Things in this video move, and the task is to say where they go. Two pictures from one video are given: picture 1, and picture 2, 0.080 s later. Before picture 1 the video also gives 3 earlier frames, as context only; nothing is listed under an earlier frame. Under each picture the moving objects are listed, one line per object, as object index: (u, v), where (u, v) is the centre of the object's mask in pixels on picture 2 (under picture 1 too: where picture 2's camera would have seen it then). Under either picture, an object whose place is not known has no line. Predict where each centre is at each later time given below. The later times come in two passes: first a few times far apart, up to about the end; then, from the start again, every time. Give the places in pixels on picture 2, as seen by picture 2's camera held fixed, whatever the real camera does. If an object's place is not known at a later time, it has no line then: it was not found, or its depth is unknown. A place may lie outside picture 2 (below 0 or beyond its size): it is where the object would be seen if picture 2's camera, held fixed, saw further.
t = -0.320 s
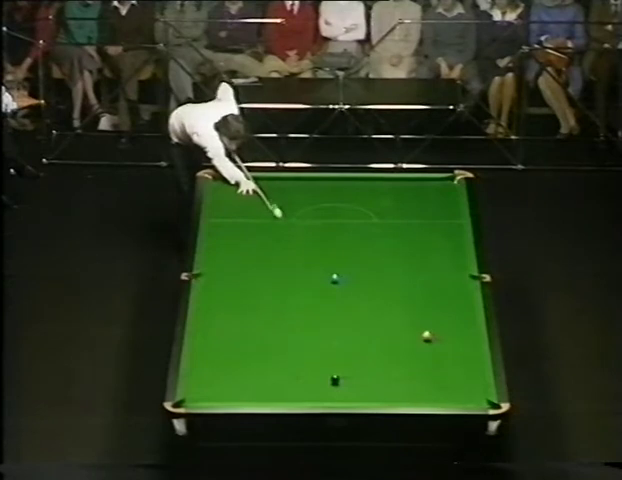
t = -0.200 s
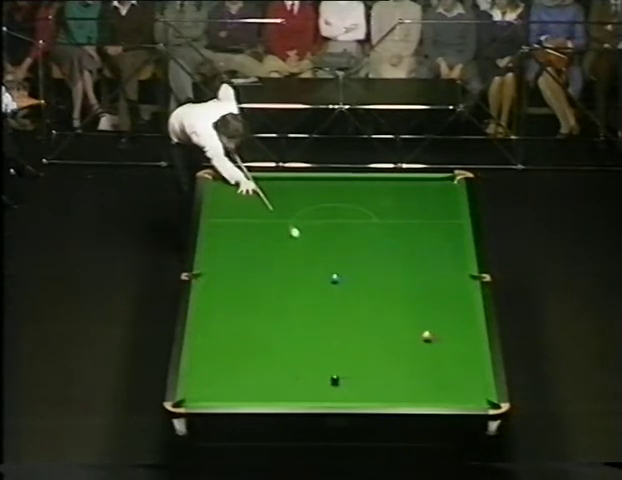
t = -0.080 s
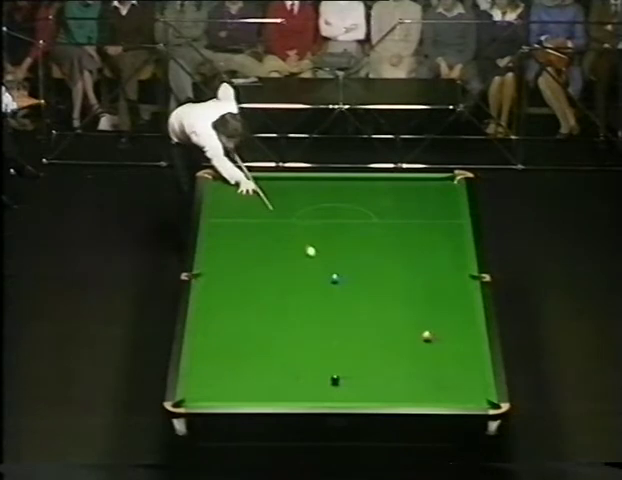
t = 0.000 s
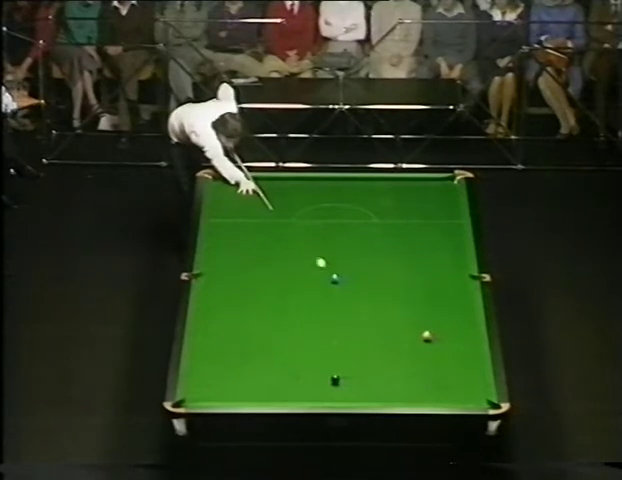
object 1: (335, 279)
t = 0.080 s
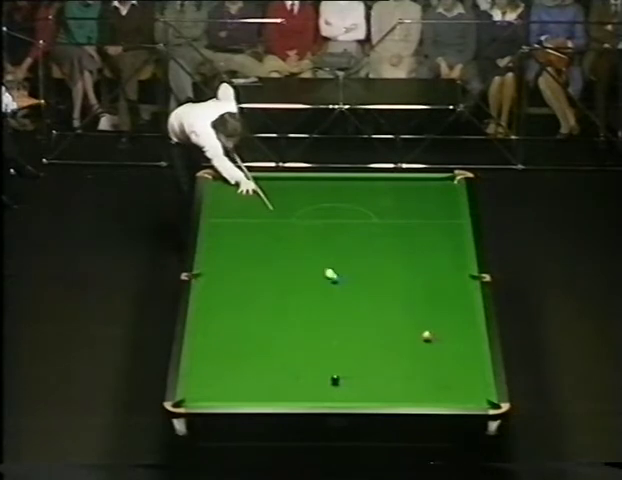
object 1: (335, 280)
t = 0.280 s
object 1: (360, 298)
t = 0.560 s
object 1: (394, 323)
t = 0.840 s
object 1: (428, 348)
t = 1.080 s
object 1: (457, 370)
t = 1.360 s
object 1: (472, 394)
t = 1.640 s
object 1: (454, 396)
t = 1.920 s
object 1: (434, 384)
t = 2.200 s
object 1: (416, 372)
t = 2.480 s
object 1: (399, 361)
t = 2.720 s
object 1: (385, 352)
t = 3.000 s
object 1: (369, 343)
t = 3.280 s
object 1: (355, 333)
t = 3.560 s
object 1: (342, 325)
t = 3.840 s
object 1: (329, 317)
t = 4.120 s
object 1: (317, 310)
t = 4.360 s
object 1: (307, 304)
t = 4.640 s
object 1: (296, 297)
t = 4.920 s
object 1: (287, 292)
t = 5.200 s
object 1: (278, 285)
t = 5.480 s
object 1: (271, 282)
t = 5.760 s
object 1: (263, 277)
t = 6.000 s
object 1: (257, 274)
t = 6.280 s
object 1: (251, 270)
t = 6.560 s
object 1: (246, 268)
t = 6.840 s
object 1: (241, 265)
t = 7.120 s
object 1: (237, 262)
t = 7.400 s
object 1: (234, 260)
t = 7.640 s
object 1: (231, 259)
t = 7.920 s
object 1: (229, 258)
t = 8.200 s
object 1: (228, 257)
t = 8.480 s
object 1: (227, 256)
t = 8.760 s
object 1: (227, 256)
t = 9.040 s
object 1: (226, 256)
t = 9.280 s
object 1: (225, 256)
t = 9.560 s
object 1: (226, 255)
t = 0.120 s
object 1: (339, 282)
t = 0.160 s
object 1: (344, 286)
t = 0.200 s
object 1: (350, 291)
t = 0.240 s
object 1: (356, 295)
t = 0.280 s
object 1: (360, 298)
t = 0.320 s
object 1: (366, 302)
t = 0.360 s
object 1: (371, 306)
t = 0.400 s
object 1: (375, 309)
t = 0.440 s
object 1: (380, 313)
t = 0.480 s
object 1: (384, 316)
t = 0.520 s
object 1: (389, 320)
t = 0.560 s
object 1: (394, 323)
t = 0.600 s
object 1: (398, 327)
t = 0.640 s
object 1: (403, 330)
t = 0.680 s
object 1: (408, 334)
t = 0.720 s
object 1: (413, 338)
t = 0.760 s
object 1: (418, 341)
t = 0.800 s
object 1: (423, 344)
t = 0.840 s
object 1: (428, 348)
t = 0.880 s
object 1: (433, 352)
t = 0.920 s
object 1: (437, 356)
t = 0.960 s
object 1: (442, 359)
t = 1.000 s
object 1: (447, 363)
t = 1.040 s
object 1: (452, 367)
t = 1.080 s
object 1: (457, 370)
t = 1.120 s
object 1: (462, 374)
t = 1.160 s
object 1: (468, 378)
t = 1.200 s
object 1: (473, 382)
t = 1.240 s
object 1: (478, 385)
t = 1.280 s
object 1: (478, 389)
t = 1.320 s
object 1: (475, 392)
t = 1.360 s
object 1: (472, 394)
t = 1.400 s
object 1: (470, 397)
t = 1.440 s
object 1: (468, 399)
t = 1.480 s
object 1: (466, 400)
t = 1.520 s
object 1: (462, 400)
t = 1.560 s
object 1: (459, 398)
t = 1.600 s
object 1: (457, 397)
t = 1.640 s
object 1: (454, 396)
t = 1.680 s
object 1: (451, 395)
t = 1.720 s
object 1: (448, 393)
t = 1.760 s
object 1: (445, 391)
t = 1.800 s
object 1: (442, 389)
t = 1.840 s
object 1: (439, 387)
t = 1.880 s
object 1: (437, 385)
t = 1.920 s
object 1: (434, 384)
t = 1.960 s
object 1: (431, 382)
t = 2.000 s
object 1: (429, 380)
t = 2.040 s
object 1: (426, 378)
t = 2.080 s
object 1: (423, 377)
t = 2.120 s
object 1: (420, 375)
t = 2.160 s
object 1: (418, 373)
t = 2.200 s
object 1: (416, 372)
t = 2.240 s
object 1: (413, 370)
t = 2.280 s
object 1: (411, 369)
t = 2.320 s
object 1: (408, 367)
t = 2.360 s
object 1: (406, 365)
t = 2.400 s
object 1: (404, 364)
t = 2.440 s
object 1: (401, 363)
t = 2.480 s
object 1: (399, 361)
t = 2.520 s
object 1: (396, 359)
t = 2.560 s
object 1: (394, 358)
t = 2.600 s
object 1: (391, 356)
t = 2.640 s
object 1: (389, 355)
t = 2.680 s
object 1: (387, 354)
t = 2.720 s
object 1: (385, 352)
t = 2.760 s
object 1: (382, 350)
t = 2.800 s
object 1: (380, 349)
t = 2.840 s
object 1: (378, 348)
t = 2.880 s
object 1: (376, 347)
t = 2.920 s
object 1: (374, 345)
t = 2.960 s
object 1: (372, 344)
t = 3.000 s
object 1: (369, 343)
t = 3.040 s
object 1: (367, 341)
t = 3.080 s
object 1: (365, 340)
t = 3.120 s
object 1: (363, 338)
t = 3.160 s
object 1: (361, 337)
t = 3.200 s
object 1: (359, 336)
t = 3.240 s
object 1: (357, 334)
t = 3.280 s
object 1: (355, 333)
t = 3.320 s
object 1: (353, 333)
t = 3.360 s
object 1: (351, 331)
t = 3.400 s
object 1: (349, 330)
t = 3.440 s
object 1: (347, 329)
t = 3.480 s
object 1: (345, 327)
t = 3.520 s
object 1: (343, 326)
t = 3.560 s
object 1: (342, 325)
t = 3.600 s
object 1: (340, 324)
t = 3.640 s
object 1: (338, 323)
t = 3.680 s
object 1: (336, 322)
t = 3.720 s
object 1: (334, 320)
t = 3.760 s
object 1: (332, 319)
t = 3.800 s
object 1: (330, 318)
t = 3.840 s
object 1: (329, 317)
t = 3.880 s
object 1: (327, 316)
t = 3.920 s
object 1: (325, 315)
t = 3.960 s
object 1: (324, 314)
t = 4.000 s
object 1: (322, 313)
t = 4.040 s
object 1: (320, 312)
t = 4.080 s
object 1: (319, 311)
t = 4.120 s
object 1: (317, 310)
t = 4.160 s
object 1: (315, 309)
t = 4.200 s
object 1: (314, 308)
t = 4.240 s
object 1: (312, 307)
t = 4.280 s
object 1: (310, 306)
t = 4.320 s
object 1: (309, 305)
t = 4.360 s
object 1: (307, 304)
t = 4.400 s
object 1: (306, 303)
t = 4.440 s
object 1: (304, 302)
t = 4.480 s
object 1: (303, 301)
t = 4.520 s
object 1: (301, 300)
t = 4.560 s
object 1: (300, 299)
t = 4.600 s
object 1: (298, 298)
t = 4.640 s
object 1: (296, 297)
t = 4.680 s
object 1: (295, 296)
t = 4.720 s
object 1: (294, 296)
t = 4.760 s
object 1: (292, 295)
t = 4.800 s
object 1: (291, 294)
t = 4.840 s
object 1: (290, 293)
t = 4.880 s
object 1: (288, 293)
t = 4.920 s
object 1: (287, 292)
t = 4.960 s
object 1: (286, 291)
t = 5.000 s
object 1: (285, 289)
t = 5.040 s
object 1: (284, 289)
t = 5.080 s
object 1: (284, 288)
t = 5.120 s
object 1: (282, 286)
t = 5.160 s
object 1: (281, 285)
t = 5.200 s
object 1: (278, 285)
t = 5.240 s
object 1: (277, 284)
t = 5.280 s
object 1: (276, 284)
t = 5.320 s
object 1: (275, 284)
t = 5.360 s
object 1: (274, 284)
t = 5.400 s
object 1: (273, 283)
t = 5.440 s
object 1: (272, 283)
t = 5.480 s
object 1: (271, 282)
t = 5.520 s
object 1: (270, 281)
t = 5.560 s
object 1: (269, 281)
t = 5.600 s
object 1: (268, 280)
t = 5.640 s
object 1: (267, 279)
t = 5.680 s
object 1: (265, 279)
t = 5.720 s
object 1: (264, 278)
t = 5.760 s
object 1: (263, 277)
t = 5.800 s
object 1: (262, 277)
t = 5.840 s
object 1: (261, 276)
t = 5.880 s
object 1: (260, 275)
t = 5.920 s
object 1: (259, 275)
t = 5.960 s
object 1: (258, 274)
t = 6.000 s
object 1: (257, 274)
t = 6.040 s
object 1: (256, 274)
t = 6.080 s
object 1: (256, 273)
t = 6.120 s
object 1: (255, 272)
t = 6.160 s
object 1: (254, 272)
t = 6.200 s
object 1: (253, 271)
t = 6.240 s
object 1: (252, 271)
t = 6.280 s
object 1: (251, 270)
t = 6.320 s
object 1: (250, 270)
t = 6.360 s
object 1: (250, 269)
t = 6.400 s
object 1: (249, 269)
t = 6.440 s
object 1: (248, 269)
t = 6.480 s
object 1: (247, 268)
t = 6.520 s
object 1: (247, 268)
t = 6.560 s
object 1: (246, 268)
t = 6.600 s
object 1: (245, 267)
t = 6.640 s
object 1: (244, 266)
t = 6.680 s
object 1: (244, 266)
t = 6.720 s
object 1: (243, 266)
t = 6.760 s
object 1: (242, 265)
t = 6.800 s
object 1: (242, 265)
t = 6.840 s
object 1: (241, 265)
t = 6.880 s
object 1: (241, 264)
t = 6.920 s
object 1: (240, 264)
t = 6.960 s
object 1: (239, 264)
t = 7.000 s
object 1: (239, 263)
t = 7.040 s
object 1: (238, 263)
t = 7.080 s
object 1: (238, 263)
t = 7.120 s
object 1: (237, 262)
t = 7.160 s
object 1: (237, 262)
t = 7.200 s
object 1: (236, 262)
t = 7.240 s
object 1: (236, 262)
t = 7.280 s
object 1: (235, 261)
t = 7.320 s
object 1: (235, 261)
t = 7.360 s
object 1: (234, 260)
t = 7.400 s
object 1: (234, 260)
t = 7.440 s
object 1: (233, 260)
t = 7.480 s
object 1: (233, 260)
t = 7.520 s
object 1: (233, 260)
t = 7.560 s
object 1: (232, 259)
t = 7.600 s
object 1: (232, 259)
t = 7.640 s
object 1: (231, 259)
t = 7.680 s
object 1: (231, 259)
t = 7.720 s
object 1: (231, 258)
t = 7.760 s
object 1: (230, 258)
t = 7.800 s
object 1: (230, 258)
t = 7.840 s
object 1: (230, 258)
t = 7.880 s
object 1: (230, 258)
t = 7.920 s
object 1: (229, 258)
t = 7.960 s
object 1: (229, 258)
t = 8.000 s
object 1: (229, 258)
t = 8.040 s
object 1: (228, 257)
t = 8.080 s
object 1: (228, 257)
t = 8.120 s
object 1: (228, 257)
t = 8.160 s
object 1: (228, 257)
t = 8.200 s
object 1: (228, 257)
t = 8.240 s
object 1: (228, 257)
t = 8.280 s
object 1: (227, 257)
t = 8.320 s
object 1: (227, 257)
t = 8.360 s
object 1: (227, 257)
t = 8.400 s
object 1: (227, 256)
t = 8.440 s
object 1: (227, 257)
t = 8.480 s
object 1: (227, 256)
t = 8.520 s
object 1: (227, 256)
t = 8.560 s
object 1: (227, 256)
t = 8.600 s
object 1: (227, 256)
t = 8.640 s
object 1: (227, 256)
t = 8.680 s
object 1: (226, 256)
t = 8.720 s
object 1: (226, 256)
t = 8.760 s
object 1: (227, 256)
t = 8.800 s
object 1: (226, 256)
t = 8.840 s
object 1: (226, 256)
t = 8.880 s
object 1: (226, 256)
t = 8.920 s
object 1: (226, 256)
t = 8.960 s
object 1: (226, 256)
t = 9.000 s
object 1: (226, 256)
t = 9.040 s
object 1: (226, 256)
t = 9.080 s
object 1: (226, 256)
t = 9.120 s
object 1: (226, 256)
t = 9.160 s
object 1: (226, 256)
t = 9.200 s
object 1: (226, 256)
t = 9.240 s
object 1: (226, 256)
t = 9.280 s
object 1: (225, 256)
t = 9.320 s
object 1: (226, 255)
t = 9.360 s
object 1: (226, 256)
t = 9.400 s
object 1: (226, 256)
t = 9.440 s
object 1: (226, 255)
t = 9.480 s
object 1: (226, 256)
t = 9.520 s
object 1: (226, 255)
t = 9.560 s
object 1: (226, 255)
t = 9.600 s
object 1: (226, 255)
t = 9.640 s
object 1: (226, 254)
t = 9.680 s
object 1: (226, 254)
